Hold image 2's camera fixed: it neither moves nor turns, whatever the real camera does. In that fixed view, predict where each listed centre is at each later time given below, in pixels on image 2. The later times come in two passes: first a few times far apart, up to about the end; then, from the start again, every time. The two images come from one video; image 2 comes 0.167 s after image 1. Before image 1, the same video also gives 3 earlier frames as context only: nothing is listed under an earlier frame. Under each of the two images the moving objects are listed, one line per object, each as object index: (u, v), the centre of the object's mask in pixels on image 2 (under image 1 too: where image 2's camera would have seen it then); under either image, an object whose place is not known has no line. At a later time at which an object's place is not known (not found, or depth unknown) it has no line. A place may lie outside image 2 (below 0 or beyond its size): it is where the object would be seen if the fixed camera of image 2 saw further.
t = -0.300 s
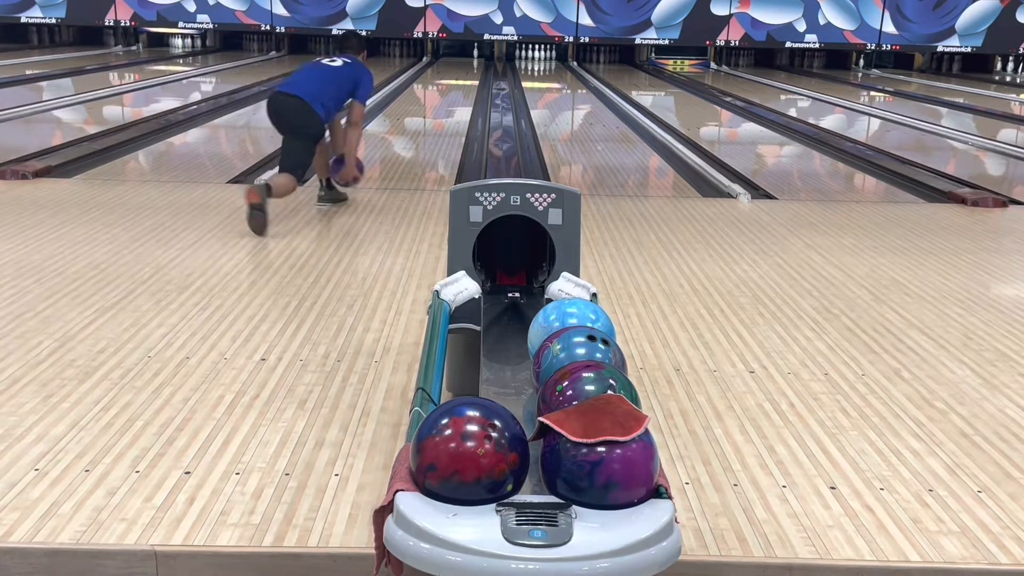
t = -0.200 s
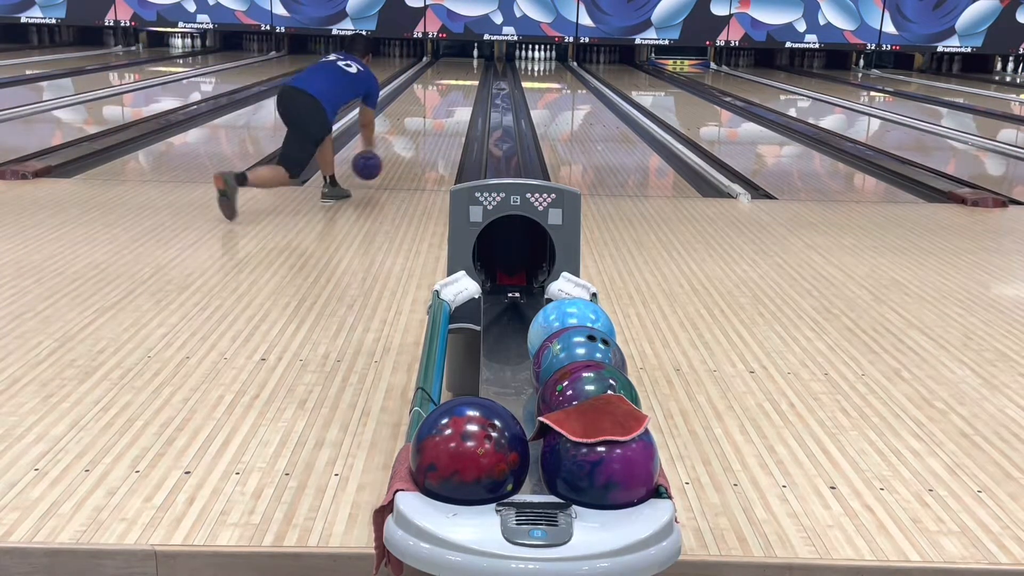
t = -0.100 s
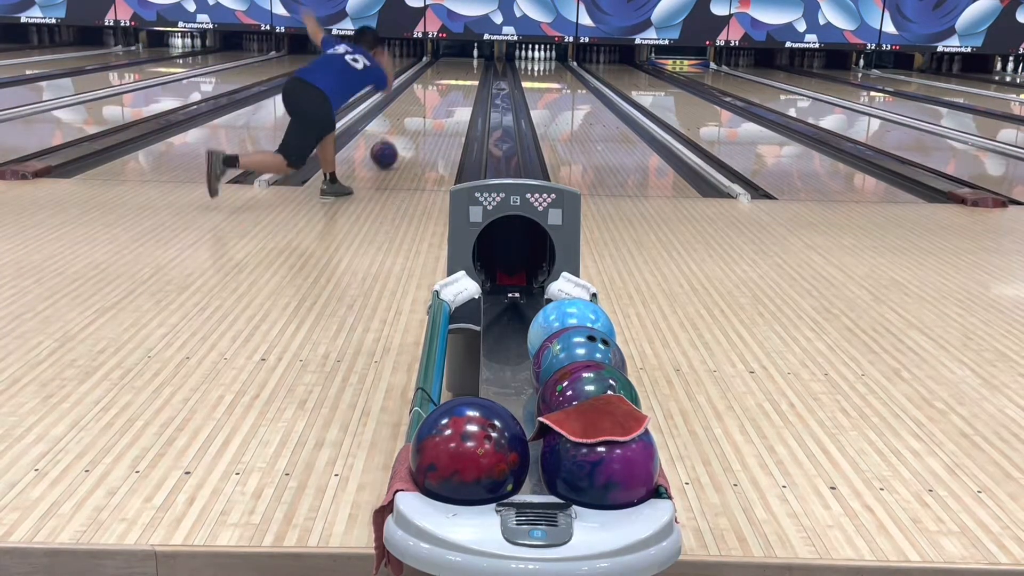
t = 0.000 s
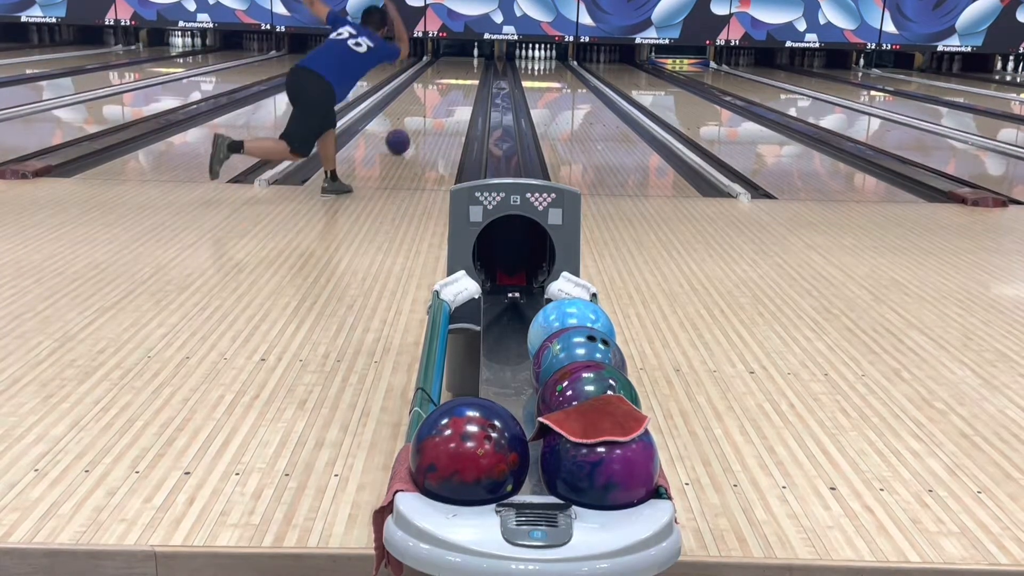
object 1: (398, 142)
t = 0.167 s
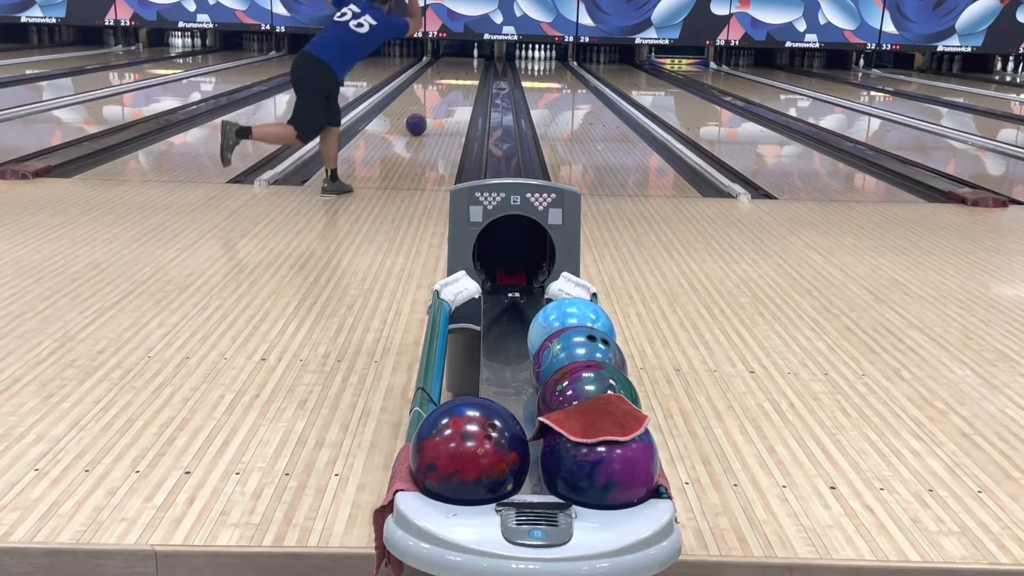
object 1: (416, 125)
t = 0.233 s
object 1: (422, 119)
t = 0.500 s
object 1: (441, 101)
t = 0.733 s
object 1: (453, 89)
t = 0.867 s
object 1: (458, 84)
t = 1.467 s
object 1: (475, 66)
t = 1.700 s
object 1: (479, 61)
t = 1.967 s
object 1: (481, 58)
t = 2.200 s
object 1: (481, 55)
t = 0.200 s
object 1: (419, 122)
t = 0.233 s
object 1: (422, 119)
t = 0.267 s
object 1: (424, 116)
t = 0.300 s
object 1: (427, 114)
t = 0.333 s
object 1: (430, 111)
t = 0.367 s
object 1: (432, 109)
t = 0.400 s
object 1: (434, 107)
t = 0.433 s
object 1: (436, 105)
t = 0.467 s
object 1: (439, 103)
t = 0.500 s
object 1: (441, 101)
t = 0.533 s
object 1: (443, 99)
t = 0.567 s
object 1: (444, 97)
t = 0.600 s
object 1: (447, 96)
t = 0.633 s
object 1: (448, 94)
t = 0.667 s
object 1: (450, 92)
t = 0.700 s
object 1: (451, 91)
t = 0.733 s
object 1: (453, 89)
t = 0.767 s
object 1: (454, 88)
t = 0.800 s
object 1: (456, 87)
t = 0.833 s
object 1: (457, 85)
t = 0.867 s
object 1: (458, 84)
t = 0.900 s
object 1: (460, 83)
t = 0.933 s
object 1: (461, 81)
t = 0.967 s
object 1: (462, 81)
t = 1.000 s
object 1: (463, 79)
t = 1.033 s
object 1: (464, 78)
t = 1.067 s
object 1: (466, 76)
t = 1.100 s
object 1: (467, 76)
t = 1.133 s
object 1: (467, 76)
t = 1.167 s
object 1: (468, 75)
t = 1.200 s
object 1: (470, 74)
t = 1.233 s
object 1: (471, 73)
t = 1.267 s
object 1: (471, 71)
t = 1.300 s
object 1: (472, 71)
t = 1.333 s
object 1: (473, 70)
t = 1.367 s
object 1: (474, 69)
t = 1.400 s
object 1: (474, 68)
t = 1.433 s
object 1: (474, 68)
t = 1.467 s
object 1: (475, 66)
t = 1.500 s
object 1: (476, 66)
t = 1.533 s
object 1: (477, 65)
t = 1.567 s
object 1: (477, 65)
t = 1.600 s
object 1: (477, 64)
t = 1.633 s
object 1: (479, 63)
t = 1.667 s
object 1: (479, 62)
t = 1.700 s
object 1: (479, 61)
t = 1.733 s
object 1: (480, 61)
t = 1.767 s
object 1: (480, 60)
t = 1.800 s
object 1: (480, 60)
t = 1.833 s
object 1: (481, 60)
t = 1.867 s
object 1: (481, 60)
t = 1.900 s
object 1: (481, 58)
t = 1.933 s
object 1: (481, 58)
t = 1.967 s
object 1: (481, 58)
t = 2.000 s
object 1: (481, 57)
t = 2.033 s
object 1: (480, 57)
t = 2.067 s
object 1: (480, 56)
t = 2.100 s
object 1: (480, 56)
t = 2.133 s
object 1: (481, 56)
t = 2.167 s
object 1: (481, 55)
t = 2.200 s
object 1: (481, 55)
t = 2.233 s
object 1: (481, 55)
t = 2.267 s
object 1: (481, 55)
